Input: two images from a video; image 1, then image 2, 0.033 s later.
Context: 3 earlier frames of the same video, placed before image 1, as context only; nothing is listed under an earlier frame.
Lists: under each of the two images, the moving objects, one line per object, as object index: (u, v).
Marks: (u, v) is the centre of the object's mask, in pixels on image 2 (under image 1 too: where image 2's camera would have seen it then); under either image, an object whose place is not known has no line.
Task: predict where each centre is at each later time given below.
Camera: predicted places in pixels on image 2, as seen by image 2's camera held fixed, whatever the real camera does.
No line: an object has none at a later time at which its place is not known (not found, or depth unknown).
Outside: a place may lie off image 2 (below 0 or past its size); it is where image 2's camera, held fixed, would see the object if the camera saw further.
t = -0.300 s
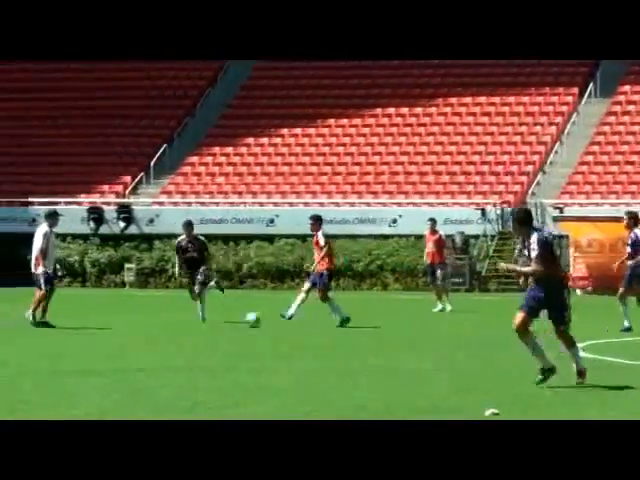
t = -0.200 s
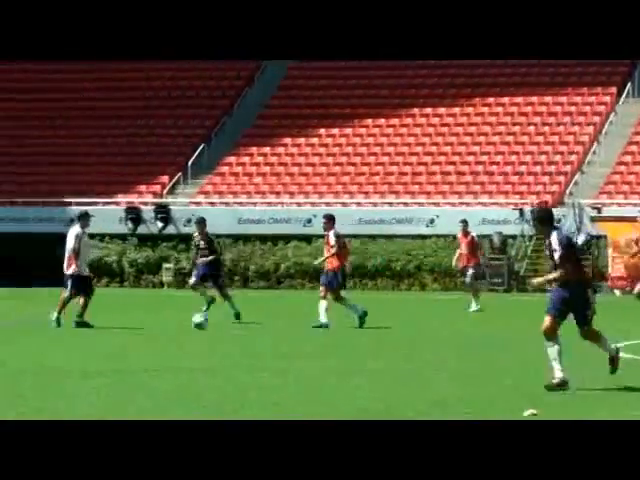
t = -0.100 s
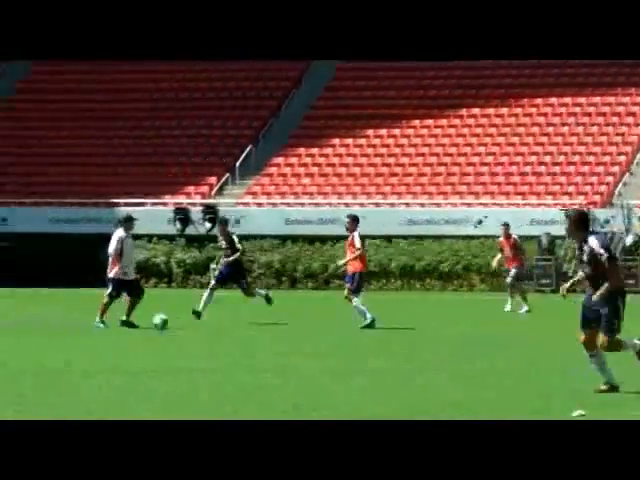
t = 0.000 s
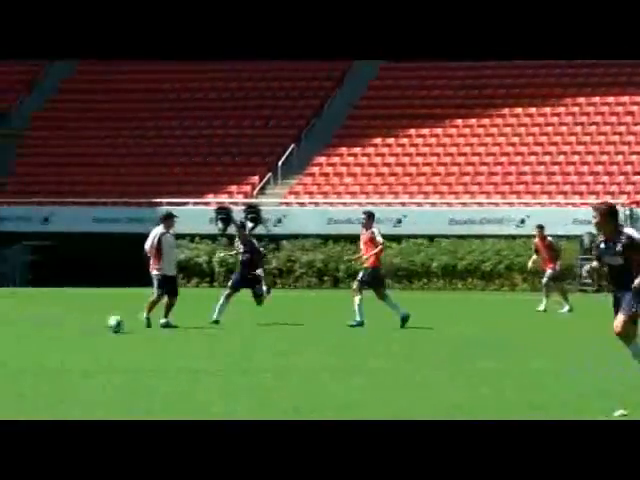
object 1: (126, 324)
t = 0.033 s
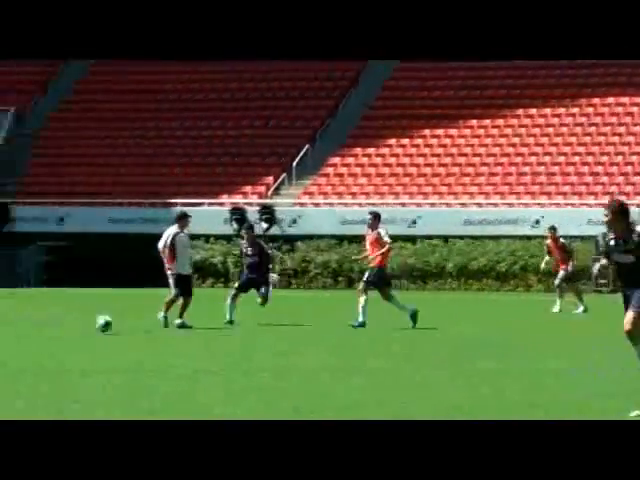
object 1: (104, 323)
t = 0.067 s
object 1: (80, 324)
